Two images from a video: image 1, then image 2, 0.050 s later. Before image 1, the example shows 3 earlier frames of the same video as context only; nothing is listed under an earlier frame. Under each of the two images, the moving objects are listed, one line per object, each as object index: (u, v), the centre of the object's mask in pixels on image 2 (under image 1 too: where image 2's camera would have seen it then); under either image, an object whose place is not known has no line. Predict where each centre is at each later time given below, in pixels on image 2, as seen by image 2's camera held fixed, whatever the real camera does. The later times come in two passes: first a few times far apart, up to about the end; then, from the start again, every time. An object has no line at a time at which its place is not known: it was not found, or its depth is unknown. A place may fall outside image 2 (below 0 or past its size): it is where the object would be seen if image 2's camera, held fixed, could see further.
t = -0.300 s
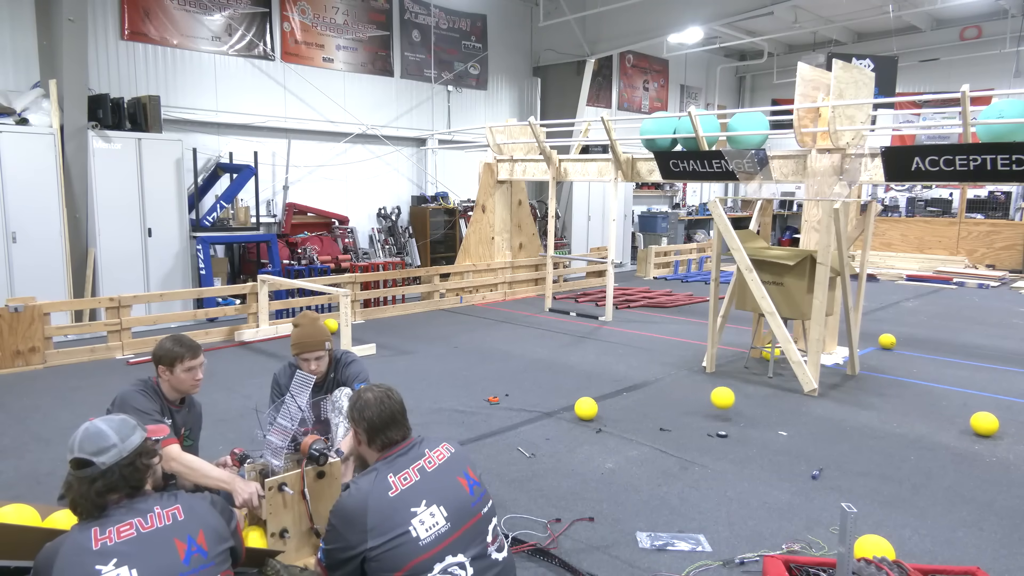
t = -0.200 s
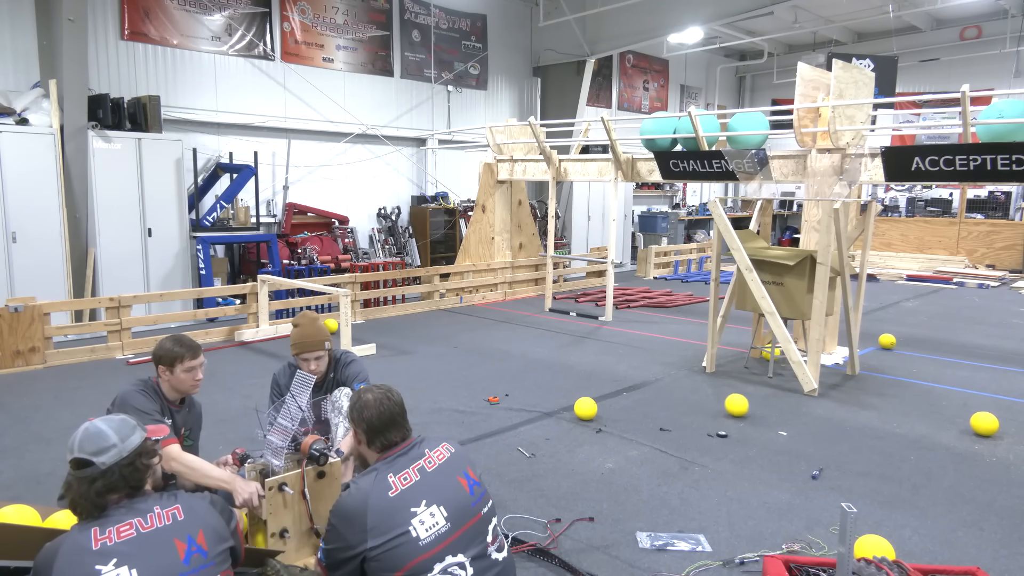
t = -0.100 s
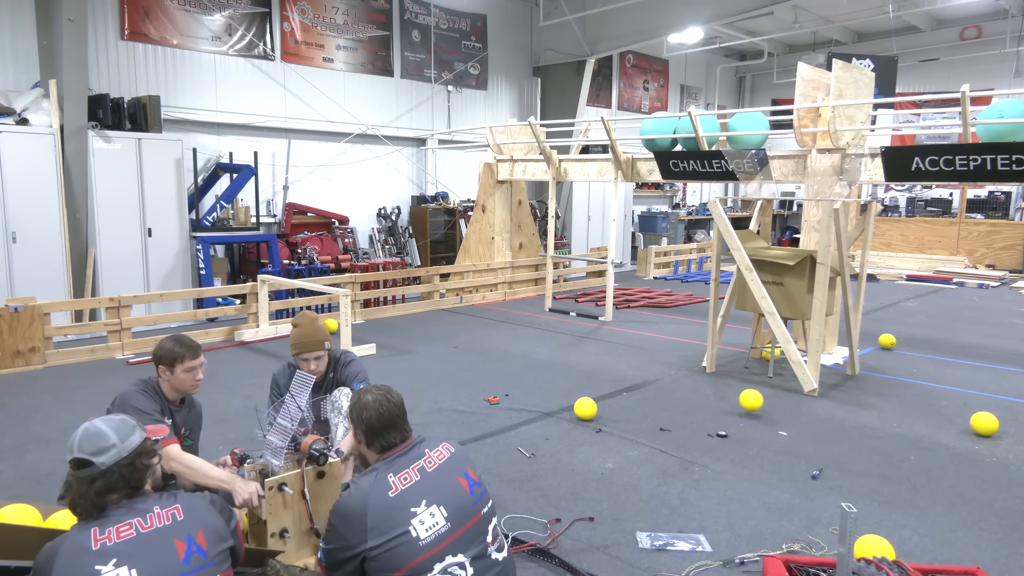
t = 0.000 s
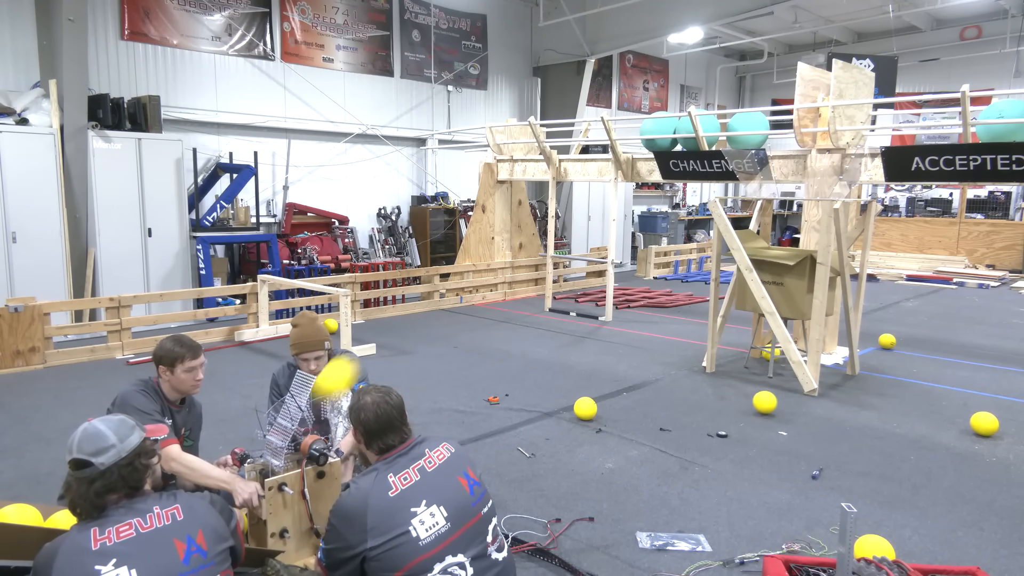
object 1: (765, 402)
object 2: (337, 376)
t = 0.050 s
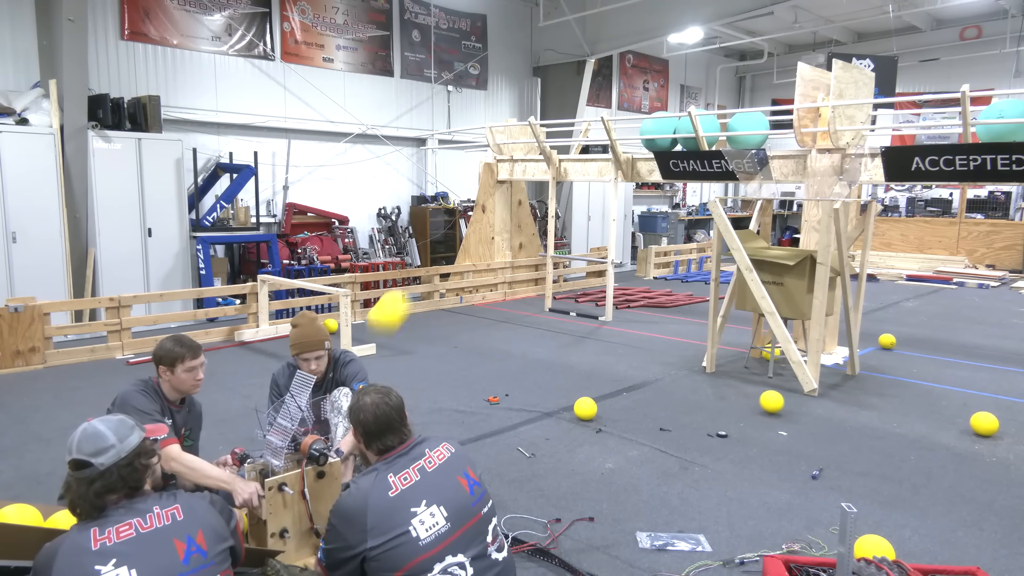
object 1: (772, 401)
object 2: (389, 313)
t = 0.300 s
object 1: (805, 401)
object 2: (585, 118)
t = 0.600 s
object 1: (844, 399)
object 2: (723, 80)
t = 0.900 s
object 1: (881, 398)
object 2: (802, 150)
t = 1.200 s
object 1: (916, 396)
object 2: (822, 188)
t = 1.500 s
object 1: (948, 395)
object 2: (759, 242)
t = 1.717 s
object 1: (971, 395)
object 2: (791, 245)
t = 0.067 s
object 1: (774, 402)
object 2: (407, 290)
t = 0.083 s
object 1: (776, 403)
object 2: (423, 271)
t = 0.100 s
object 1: (778, 403)
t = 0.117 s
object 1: (781, 402)
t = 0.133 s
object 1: (783, 401)
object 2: (465, 224)
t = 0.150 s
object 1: (785, 401)
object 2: (480, 208)
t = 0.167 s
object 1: (787, 402)
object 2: (494, 195)
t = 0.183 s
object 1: (790, 402)
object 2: (506, 183)
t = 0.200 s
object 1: (792, 402)
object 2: (519, 171)
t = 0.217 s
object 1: (794, 401)
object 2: (531, 160)
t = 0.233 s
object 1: (797, 402)
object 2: (542, 150)
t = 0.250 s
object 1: (799, 402)
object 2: (553, 141)
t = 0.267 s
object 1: (801, 401)
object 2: (565, 132)
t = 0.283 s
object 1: (803, 401)
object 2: (574, 125)
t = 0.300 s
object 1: (805, 401)
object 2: (585, 118)
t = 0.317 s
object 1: (808, 401)
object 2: (596, 110)
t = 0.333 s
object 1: (810, 401)
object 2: (605, 105)
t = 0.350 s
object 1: (812, 401)
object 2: (614, 100)
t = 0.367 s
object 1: (814, 401)
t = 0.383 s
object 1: (816, 401)
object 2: (631, 91)
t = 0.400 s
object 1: (818, 401)
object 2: (639, 88)
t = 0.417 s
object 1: (821, 401)
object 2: (648, 85)
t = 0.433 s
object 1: (823, 400)
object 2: (656, 82)
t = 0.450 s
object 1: (825, 400)
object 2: (664, 80)
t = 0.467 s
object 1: (827, 400)
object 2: (671, 78)
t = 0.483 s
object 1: (829, 400)
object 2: (679, 77)
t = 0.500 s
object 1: (832, 400)
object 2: (685, 76)
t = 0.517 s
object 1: (834, 400)
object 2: (692, 76)
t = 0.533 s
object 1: (836, 400)
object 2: (698, 76)
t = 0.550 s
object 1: (838, 400)
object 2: (704, 77)
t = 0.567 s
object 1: (840, 400)
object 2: (711, 77)
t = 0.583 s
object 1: (842, 399)
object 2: (717, 78)
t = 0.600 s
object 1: (844, 399)
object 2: (723, 80)
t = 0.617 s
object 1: (847, 399)
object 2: (729, 82)
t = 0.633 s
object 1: (849, 399)
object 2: (734, 84)
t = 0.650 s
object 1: (851, 399)
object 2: (739, 86)
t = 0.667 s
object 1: (853, 399)
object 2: (744, 89)
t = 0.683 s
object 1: (855, 399)
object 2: (750, 92)
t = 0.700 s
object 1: (857, 399)
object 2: (755, 95)
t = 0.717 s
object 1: (859, 399)
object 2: (759, 98)
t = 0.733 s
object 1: (861, 398)
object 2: (764, 102)
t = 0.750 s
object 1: (863, 398)
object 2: (768, 106)
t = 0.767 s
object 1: (865, 398)
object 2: (773, 110)
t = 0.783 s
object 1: (867, 398)
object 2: (777, 116)
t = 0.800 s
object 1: (869, 398)
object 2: (781, 120)
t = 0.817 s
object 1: (871, 398)
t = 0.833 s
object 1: (873, 398)
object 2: (789, 129)
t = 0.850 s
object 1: (875, 398)
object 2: (793, 135)
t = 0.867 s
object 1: (877, 398)
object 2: (797, 140)
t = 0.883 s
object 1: (879, 398)
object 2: (800, 146)
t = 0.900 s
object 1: (881, 398)
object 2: (802, 150)
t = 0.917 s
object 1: (883, 398)
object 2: (803, 152)
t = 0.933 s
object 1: (885, 398)
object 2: (806, 154)
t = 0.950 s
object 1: (887, 398)
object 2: (809, 155)
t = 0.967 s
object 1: (889, 398)
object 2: (812, 156)
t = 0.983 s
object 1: (891, 397)
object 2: (814, 157)
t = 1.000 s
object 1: (893, 397)
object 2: (817, 158)
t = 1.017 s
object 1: (895, 397)
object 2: (820, 160)
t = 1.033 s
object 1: (897, 397)
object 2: (823, 162)
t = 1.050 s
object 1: (899, 397)
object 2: (826, 165)
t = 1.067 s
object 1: (901, 397)
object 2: (829, 169)
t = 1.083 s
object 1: (903, 397)
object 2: (831, 172)
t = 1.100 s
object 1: (905, 397)
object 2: (833, 175)
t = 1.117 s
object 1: (907, 397)
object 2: (837, 179)
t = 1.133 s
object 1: (908, 397)
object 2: (840, 185)
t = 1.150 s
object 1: (910, 397)
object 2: (838, 187)
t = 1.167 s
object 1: (912, 397)
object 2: (834, 187)
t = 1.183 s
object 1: (914, 397)
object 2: (827, 188)
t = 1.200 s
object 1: (916, 396)
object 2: (822, 188)
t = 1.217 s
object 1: (918, 397)
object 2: (817, 189)
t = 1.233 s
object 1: (920, 396)
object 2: (812, 190)
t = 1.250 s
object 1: (922, 396)
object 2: (807, 192)
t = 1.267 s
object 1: (923, 396)
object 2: (801, 195)
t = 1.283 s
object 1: (925, 396)
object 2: (796, 198)
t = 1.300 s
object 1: (927, 396)
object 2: (790, 202)
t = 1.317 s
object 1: (929, 396)
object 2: (785, 205)
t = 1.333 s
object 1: (931, 396)
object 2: (781, 209)
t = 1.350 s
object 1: (933, 396)
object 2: (775, 212)
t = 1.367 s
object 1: (934, 396)
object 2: (769, 218)
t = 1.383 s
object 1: (936, 396)
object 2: (765, 222)
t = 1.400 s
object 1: (938, 396)
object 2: (758, 228)
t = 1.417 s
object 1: (940, 396)
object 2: (752, 233)
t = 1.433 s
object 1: (942, 396)
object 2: (748, 238)
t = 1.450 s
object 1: (943, 396)
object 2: (749, 239)
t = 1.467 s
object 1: (945, 395)
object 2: (751, 240)
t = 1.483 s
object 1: (947, 396)
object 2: (755, 241)
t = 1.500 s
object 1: (948, 395)
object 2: (759, 242)
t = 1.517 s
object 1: (950, 395)
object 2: (761, 241)
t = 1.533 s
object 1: (952, 395)
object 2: (764, 240)
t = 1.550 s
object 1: (954, 395)
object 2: (767, 239)
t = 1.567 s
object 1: (956, 395)
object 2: (770, 238)
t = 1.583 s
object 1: (958, 395)
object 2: (772, 237)
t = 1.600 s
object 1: (959, 395)
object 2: (774, 237)
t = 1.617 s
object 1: (961, 395)
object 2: (777, 238)
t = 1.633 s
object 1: (963, 395)
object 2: (779, 238)
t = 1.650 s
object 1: (965, 395)
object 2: (782, 239)
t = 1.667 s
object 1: (966, 395)
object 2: (784, 240)
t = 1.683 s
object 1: (968, 395)
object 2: (787, 242)
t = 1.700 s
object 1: (970, 395)
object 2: (789, 243)
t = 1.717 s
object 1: (971, 395)
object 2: (791, 245)
